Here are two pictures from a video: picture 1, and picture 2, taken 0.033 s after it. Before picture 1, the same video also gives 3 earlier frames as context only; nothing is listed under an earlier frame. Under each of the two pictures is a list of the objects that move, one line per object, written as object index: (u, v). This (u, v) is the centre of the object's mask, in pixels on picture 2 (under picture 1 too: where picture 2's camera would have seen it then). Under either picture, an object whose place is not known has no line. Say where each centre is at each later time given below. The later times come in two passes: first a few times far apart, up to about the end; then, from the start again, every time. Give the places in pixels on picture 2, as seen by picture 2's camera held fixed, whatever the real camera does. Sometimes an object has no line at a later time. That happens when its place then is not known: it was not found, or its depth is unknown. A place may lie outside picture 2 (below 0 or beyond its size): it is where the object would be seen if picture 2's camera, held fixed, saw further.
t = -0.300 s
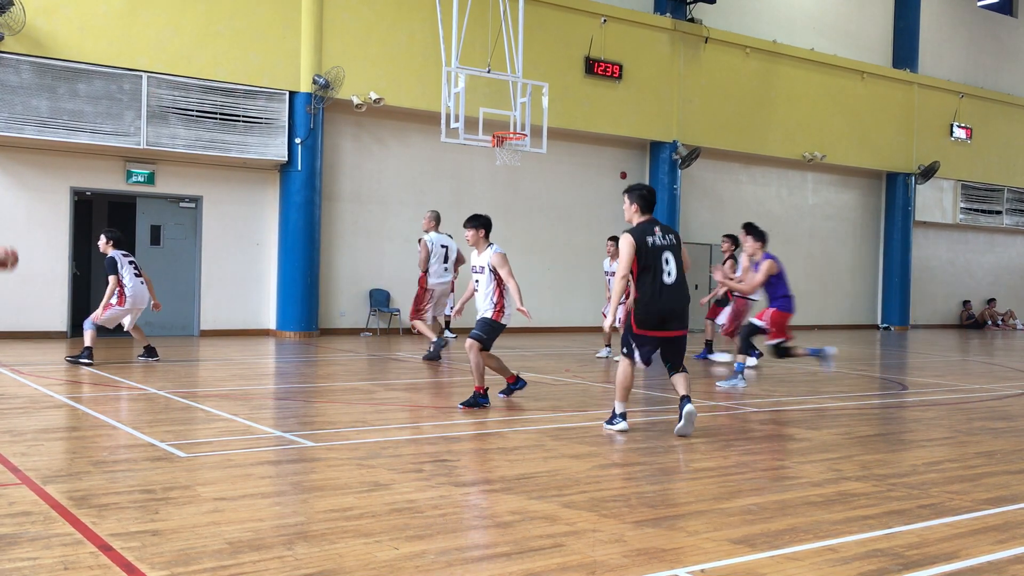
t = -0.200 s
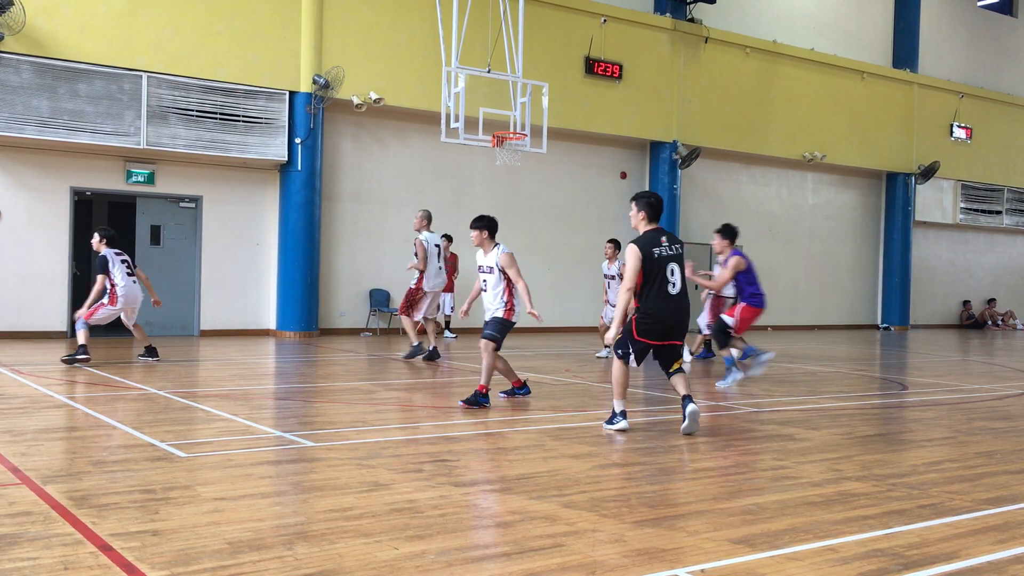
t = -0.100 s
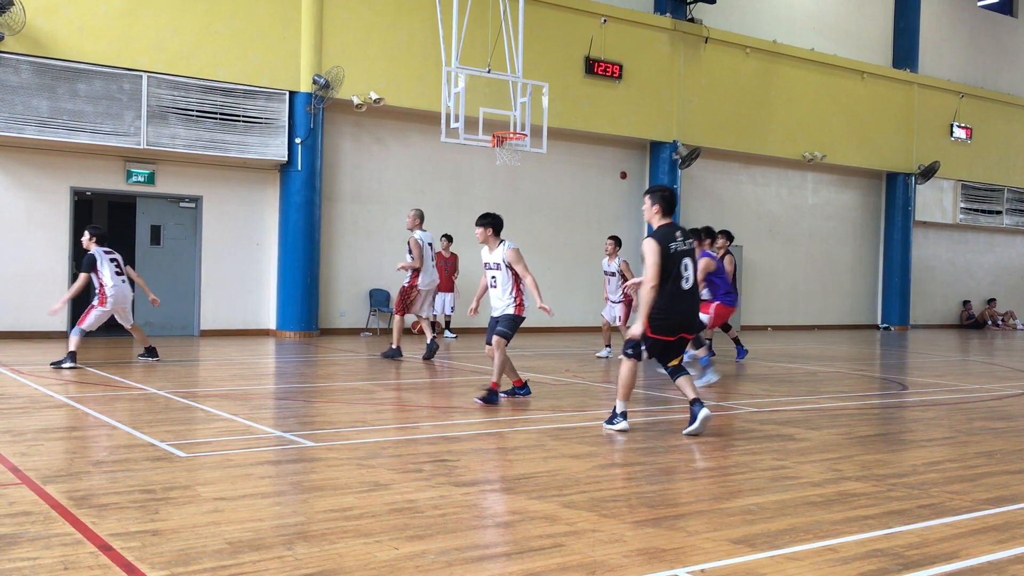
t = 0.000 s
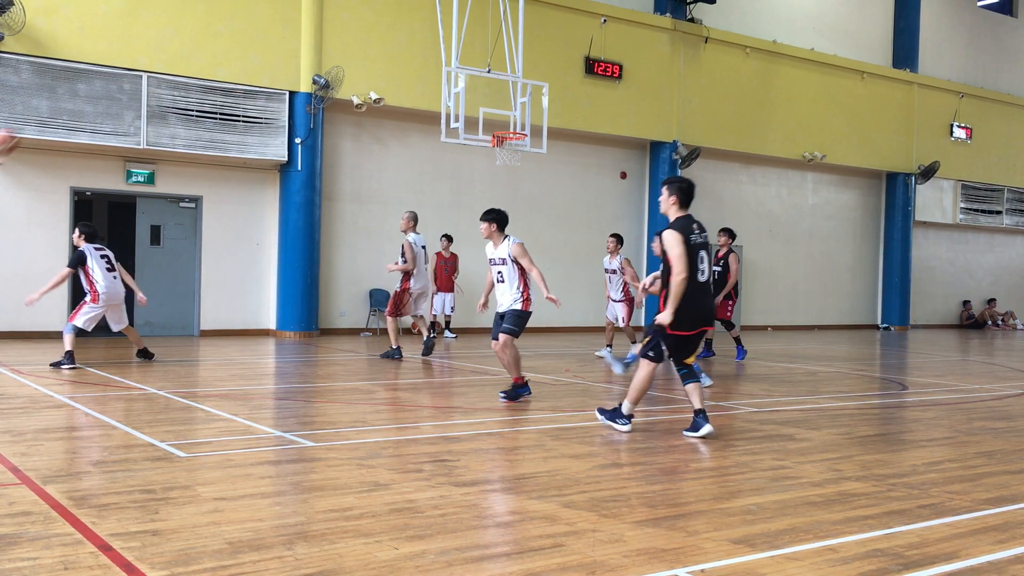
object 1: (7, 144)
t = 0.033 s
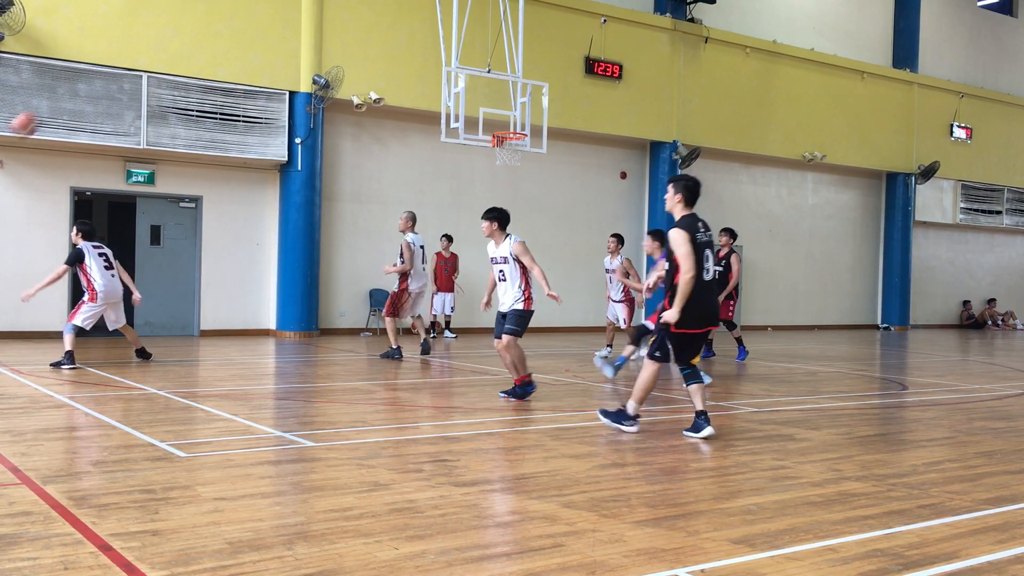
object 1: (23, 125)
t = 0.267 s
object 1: (158, 40)
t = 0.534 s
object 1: (283, 9)
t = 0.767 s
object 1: (374, 31)
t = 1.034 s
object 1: (463, 97)
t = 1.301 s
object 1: (465, 183)
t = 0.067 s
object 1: (46, 108)
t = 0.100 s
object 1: (66, 93)
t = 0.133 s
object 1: (84, 81)
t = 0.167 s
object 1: (104, 68)
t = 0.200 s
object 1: (122, 57)
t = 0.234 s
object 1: (140, 49)
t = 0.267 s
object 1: (158, 40)
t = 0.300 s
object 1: (175, 33)
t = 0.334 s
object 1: (192, 26)
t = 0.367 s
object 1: (208, 21)
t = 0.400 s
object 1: (223, 16)
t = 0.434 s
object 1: (239, 14)
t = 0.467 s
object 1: (254, 12)
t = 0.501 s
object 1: (268, 10)
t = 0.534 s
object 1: (283, 9)
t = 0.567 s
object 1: (296, 10)
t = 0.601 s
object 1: (310, 12)
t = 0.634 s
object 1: (324, 14)
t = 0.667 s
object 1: (337, 17)
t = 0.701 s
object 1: (350, 21)
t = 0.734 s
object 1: (362, 25)
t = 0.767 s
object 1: (374, 31)
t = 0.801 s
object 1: (385, 36)
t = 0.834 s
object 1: (398, 43)
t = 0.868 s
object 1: (409, 50)
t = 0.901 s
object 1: (420, 58)
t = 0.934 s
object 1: (430, 67)
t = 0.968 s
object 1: (440, 77)
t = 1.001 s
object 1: (451, 86)
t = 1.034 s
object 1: (463, 97)
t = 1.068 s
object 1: (472, 107)
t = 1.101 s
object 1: (481, 119)
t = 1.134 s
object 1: (491, 132)
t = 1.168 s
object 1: (488, 141)
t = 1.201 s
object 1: (482, 150)
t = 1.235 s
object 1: (477, 160)
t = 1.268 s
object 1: (471, 171)
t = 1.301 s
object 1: (465, 183)
